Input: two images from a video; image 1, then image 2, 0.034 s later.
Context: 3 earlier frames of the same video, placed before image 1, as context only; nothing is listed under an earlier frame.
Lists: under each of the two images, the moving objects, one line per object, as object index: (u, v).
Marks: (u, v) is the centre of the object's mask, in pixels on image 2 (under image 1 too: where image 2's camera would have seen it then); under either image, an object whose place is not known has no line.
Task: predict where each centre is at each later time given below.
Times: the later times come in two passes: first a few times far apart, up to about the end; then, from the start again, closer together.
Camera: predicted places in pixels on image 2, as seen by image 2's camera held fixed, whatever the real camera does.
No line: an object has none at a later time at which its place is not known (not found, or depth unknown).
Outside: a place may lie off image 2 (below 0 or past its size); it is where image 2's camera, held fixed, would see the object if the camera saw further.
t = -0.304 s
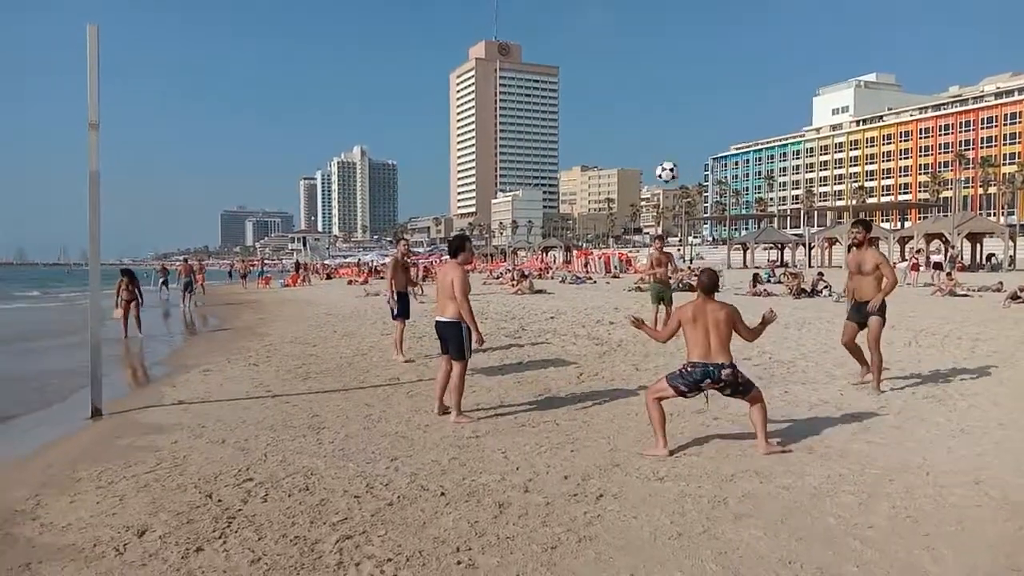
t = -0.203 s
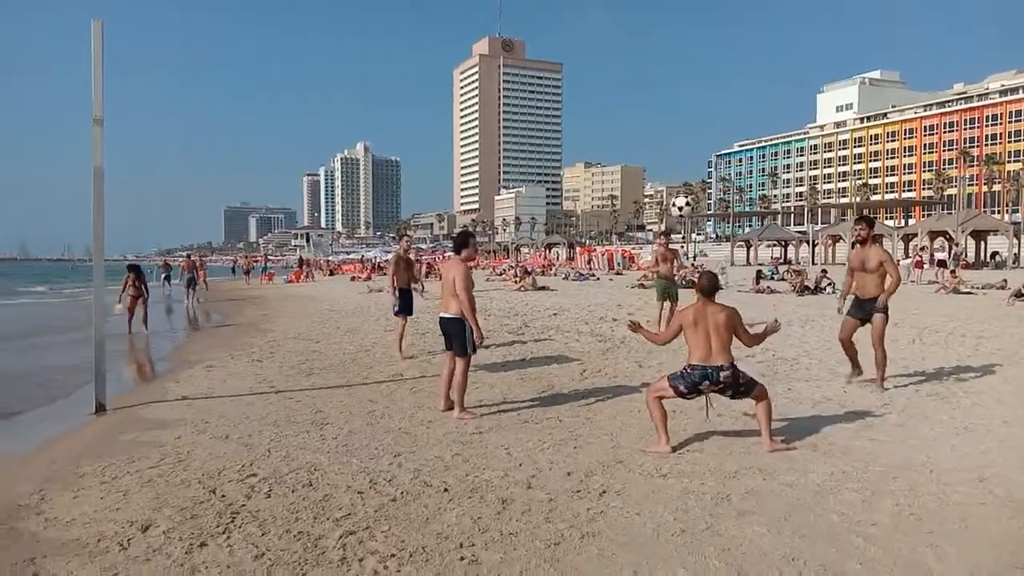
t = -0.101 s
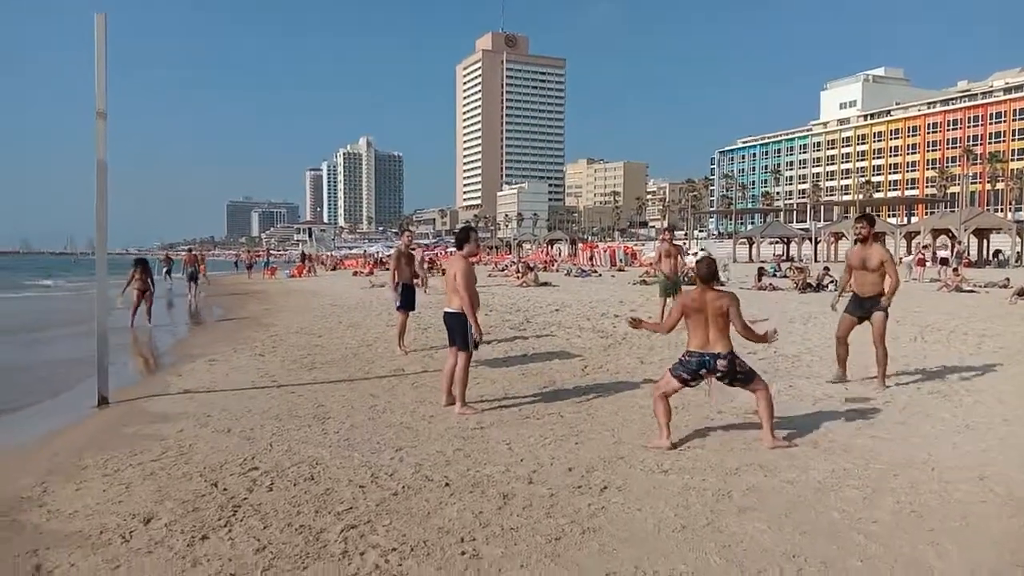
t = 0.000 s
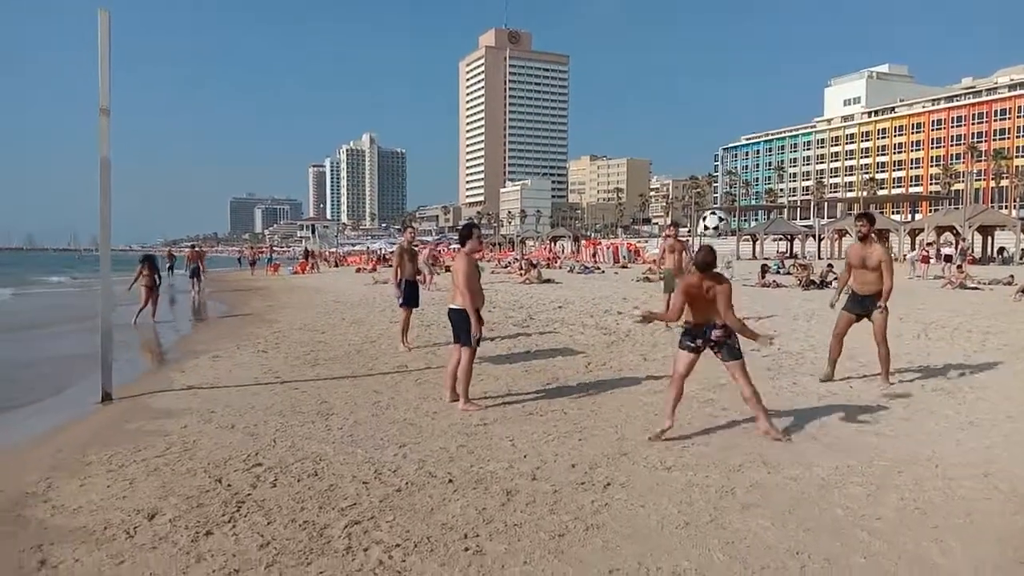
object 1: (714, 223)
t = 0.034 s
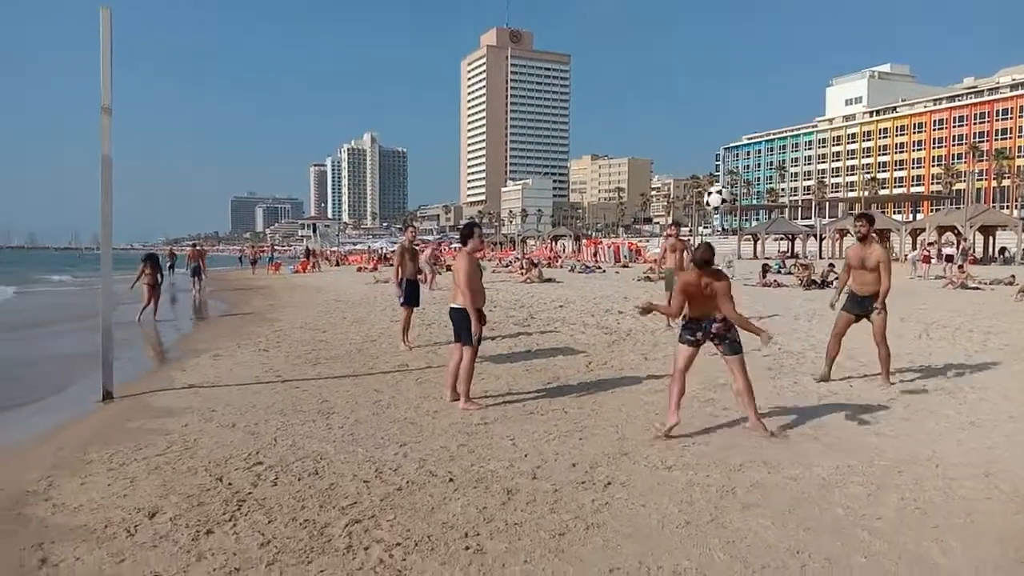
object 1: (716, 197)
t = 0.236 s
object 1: (737, 89)
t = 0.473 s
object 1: (758, 34)
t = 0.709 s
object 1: (779, 50)
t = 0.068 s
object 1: (722, 177)
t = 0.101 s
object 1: (724, 155)
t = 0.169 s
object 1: (731, 118)
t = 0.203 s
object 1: (734, 103)
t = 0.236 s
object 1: (737, 89)
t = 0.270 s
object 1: (740, 77)
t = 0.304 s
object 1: (744, 66)
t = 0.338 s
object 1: (747, 56)
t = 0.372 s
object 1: (749, 48)
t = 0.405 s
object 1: (751, 43)
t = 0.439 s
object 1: (756, 37)
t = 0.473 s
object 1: (758, 34)
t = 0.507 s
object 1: (761, 32)
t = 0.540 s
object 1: (765, 31)
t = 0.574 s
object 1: (768, 31)
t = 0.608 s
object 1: (771, 34)
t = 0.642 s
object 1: (774, 38)
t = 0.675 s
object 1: (777, 43)
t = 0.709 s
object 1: (779, 50)
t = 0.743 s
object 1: (783, 57)
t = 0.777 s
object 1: (785, 66)
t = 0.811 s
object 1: (787, 76)
